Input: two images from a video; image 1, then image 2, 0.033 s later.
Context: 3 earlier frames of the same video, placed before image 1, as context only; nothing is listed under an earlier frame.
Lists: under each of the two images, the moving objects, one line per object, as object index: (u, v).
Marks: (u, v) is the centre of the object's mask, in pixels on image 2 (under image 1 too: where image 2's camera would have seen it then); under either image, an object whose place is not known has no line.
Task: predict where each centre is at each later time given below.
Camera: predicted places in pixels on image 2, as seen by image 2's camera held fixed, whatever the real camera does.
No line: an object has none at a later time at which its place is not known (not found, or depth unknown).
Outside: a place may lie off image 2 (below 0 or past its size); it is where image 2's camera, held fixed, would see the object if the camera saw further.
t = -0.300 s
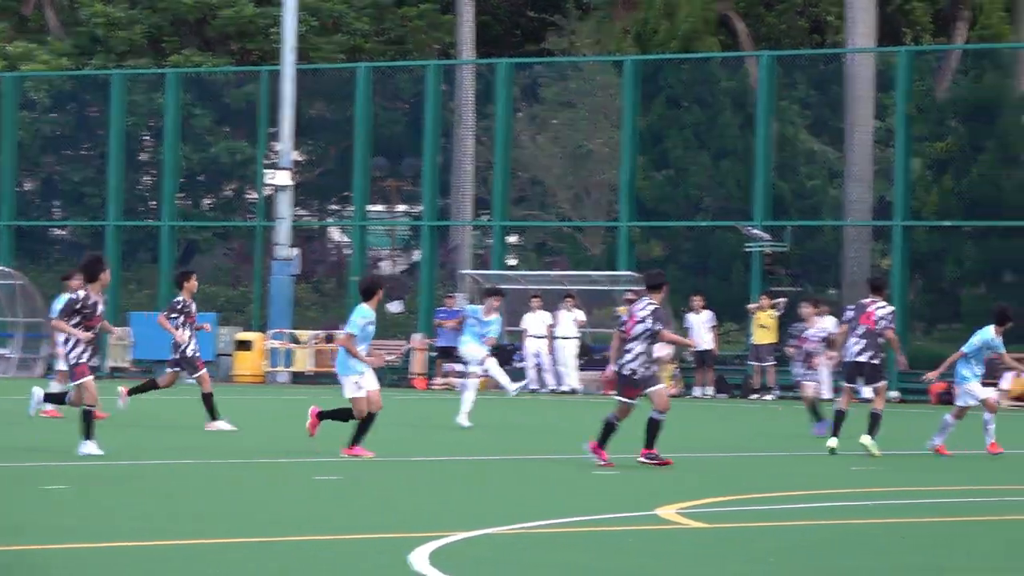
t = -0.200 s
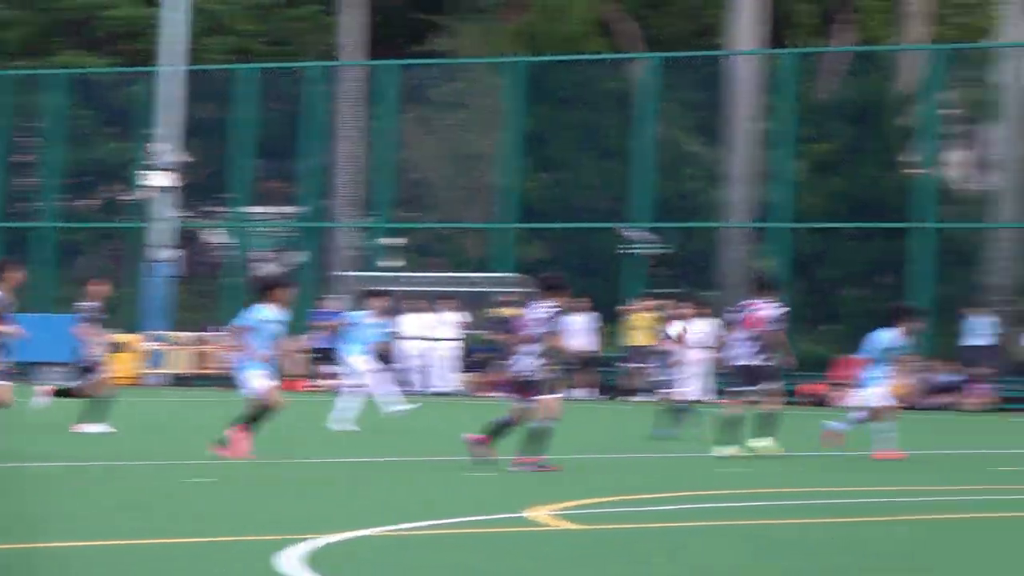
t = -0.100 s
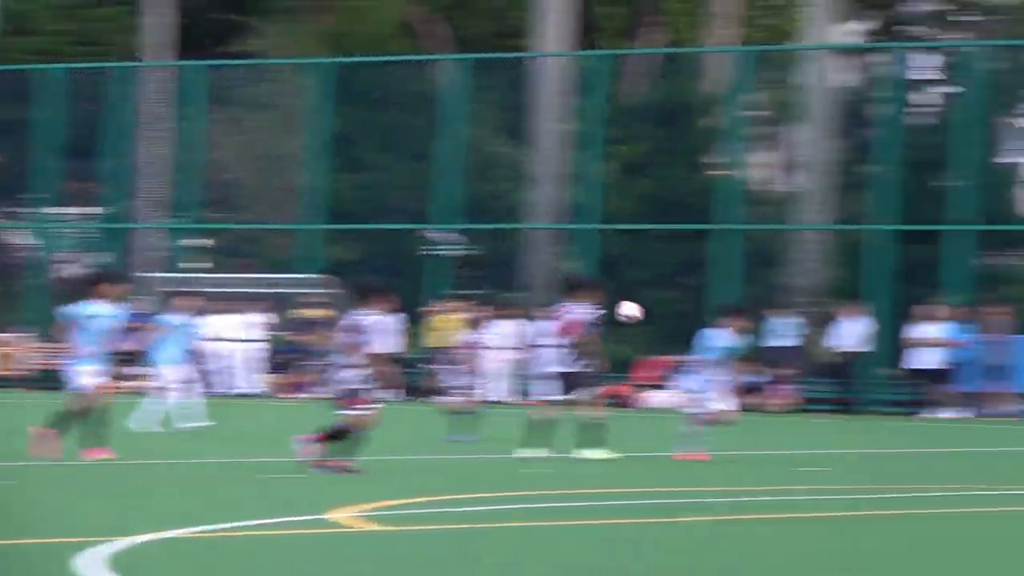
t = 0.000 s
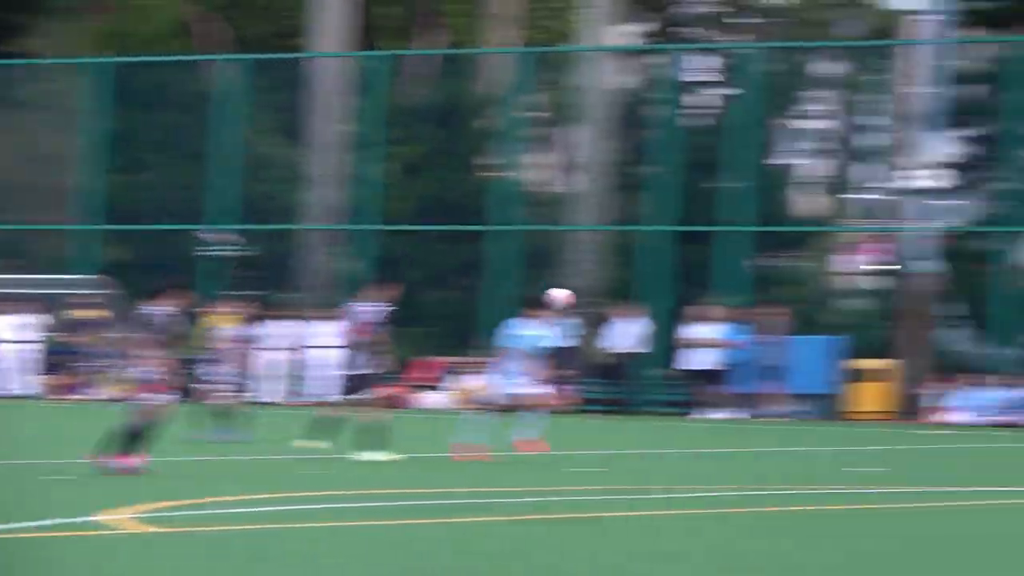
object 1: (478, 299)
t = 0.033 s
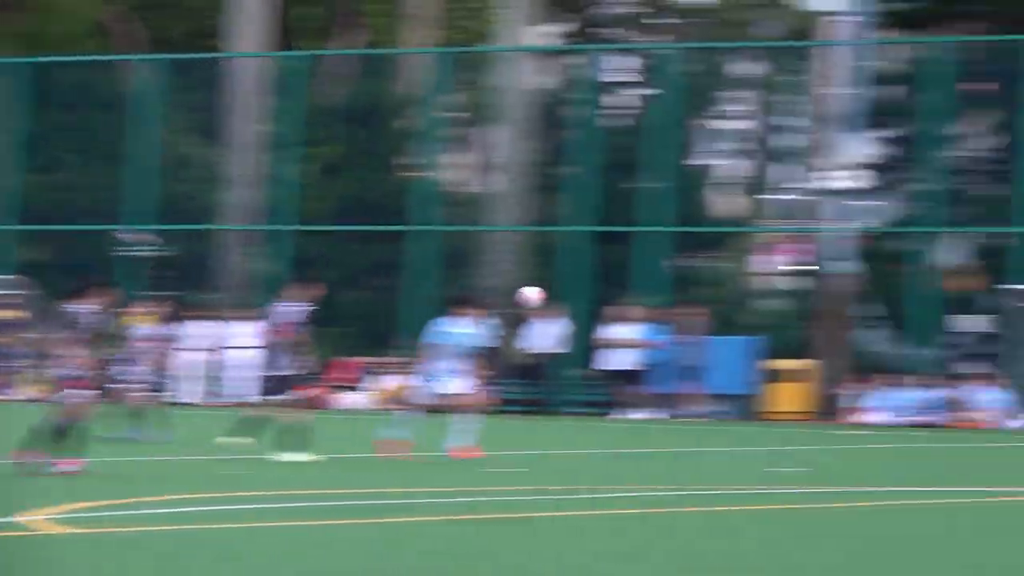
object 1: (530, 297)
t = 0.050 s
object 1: (558, 296)
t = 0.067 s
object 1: (584, 295)
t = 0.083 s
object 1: (611, 295)
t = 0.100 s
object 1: (639, 296)
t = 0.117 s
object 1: (666, 297)
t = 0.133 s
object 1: (694, 298)
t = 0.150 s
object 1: (722, 300)
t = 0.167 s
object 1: (751, 301)
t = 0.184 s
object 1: (780, 303)
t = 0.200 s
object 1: (809, 305)
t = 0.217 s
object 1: (838, 308)
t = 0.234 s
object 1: (867, 310)
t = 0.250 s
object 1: (896, 313)
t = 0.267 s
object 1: (927, 316)
